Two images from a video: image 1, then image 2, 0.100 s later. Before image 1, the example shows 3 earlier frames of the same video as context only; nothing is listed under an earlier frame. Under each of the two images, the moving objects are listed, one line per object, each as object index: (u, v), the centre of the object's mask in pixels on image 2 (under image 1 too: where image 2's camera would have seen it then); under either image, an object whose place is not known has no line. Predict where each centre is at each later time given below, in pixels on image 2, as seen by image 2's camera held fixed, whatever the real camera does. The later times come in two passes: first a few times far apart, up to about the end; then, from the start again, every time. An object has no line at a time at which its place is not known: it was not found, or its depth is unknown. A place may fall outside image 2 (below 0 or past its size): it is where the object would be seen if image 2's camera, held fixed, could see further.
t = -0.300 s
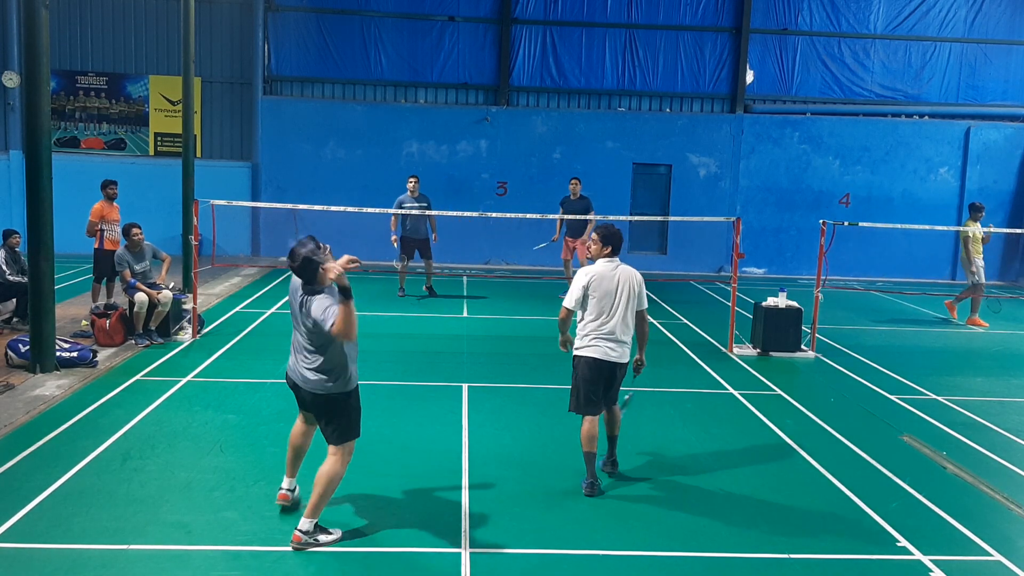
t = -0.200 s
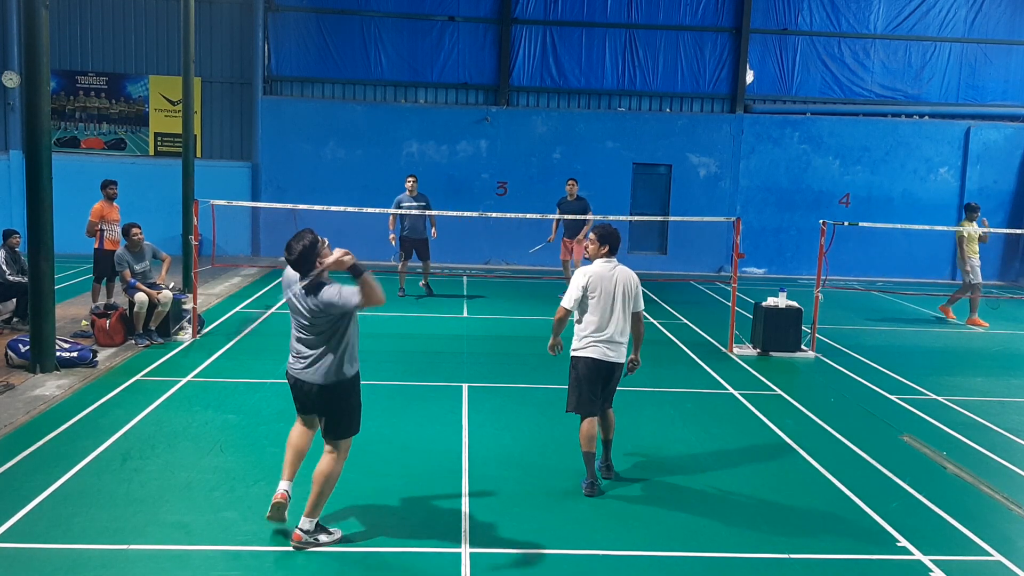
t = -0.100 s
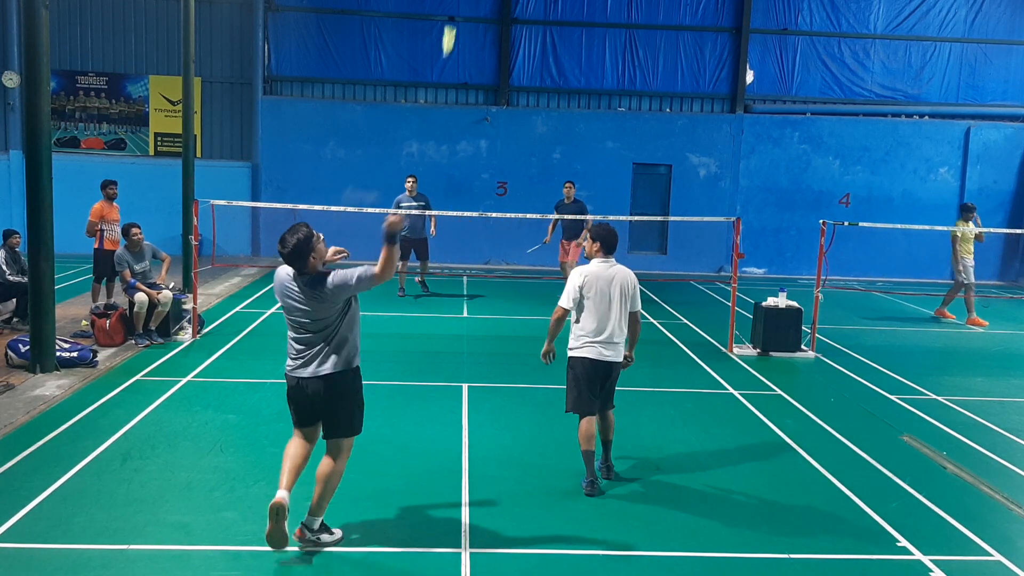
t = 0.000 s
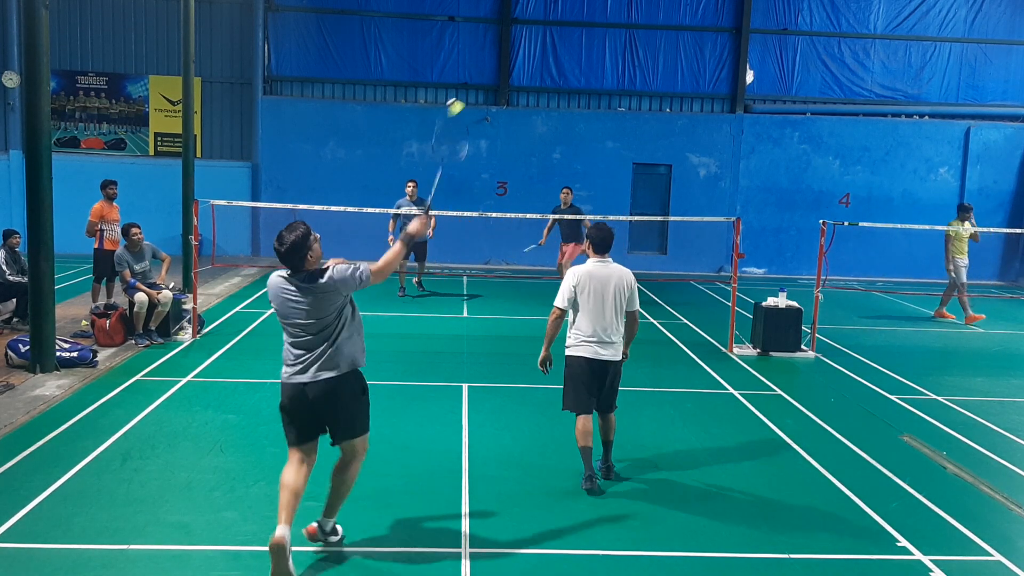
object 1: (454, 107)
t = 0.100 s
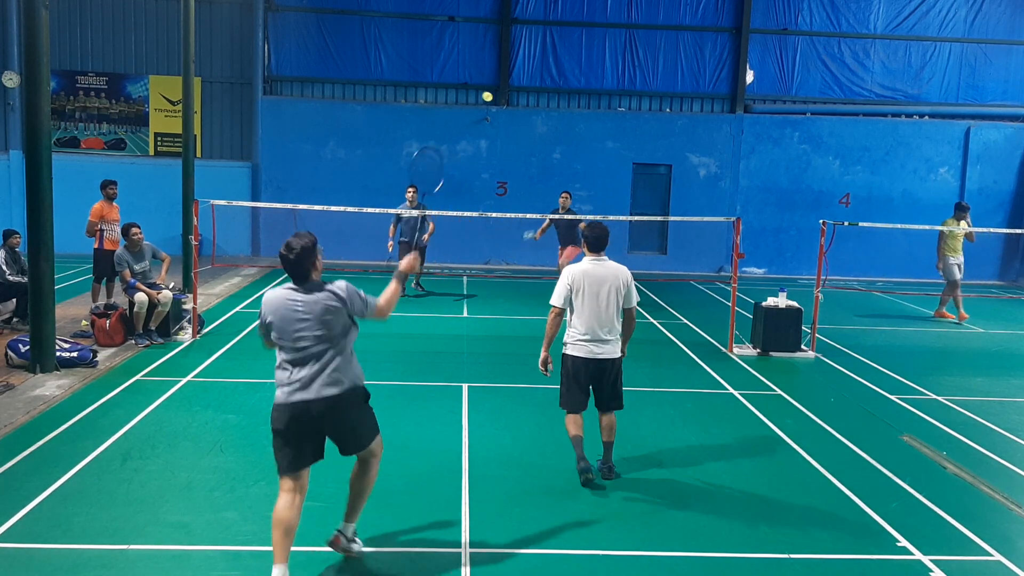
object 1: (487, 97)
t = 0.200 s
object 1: (503, 103)
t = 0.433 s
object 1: (525, 144)
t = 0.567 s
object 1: (532, 176)
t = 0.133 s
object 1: (491, 99)
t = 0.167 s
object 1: (497, 101)
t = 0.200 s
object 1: (503, 103)
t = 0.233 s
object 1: (507, 108)
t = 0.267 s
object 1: (511, 113)
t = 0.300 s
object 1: (514, 119)
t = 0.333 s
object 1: (517, 124)
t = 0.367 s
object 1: (520, 131)
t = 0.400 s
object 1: (523, 137)
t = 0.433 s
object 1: (525, 144)
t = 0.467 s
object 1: (526, 152)
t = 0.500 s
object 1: (528, 160)
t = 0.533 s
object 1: (530, 168)
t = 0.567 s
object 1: (532, 176)
